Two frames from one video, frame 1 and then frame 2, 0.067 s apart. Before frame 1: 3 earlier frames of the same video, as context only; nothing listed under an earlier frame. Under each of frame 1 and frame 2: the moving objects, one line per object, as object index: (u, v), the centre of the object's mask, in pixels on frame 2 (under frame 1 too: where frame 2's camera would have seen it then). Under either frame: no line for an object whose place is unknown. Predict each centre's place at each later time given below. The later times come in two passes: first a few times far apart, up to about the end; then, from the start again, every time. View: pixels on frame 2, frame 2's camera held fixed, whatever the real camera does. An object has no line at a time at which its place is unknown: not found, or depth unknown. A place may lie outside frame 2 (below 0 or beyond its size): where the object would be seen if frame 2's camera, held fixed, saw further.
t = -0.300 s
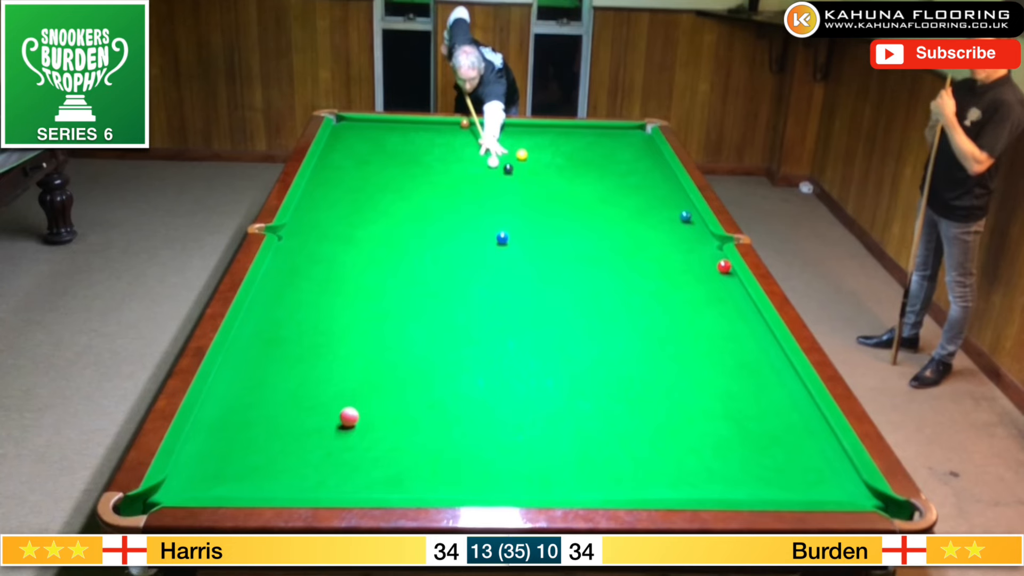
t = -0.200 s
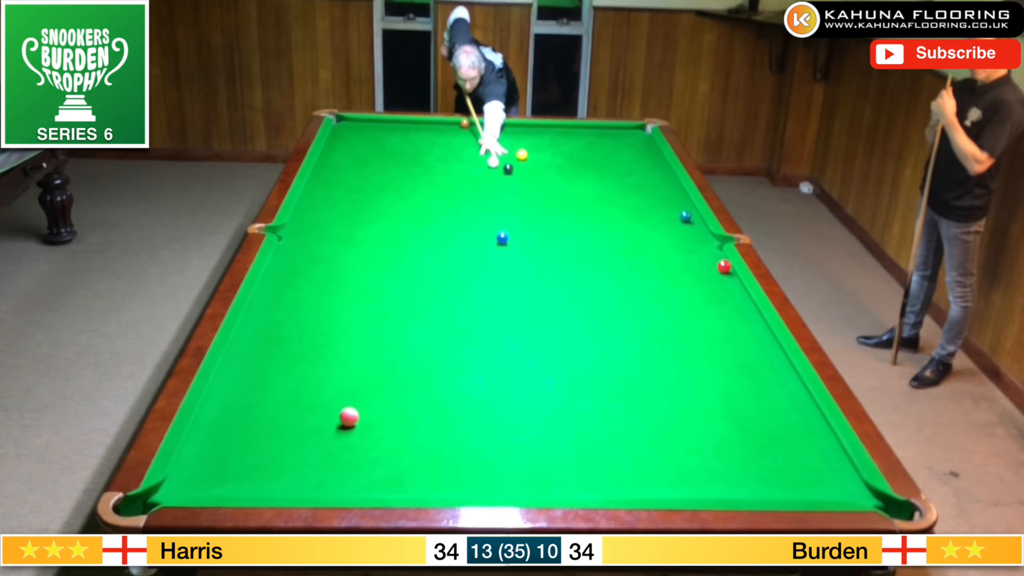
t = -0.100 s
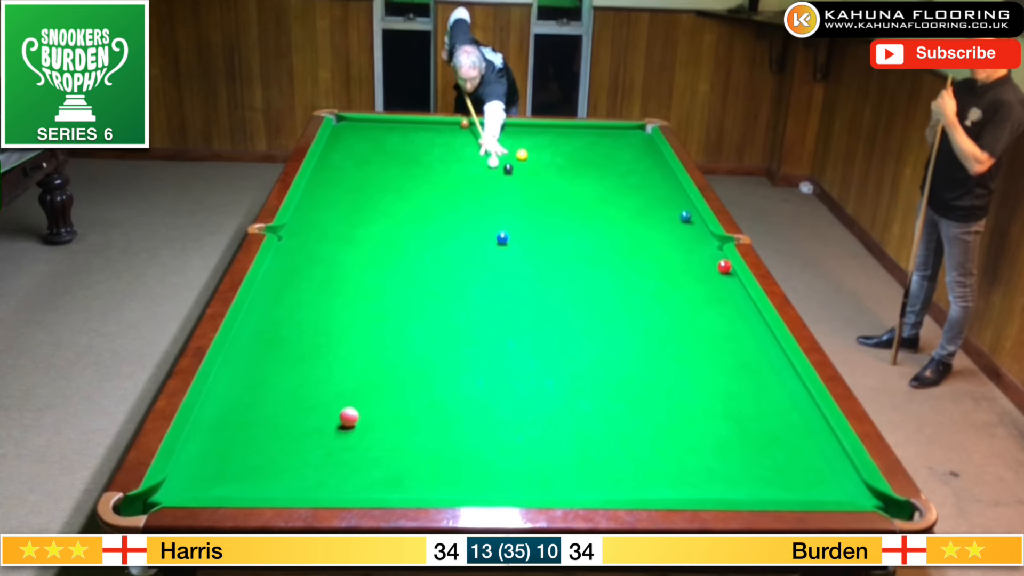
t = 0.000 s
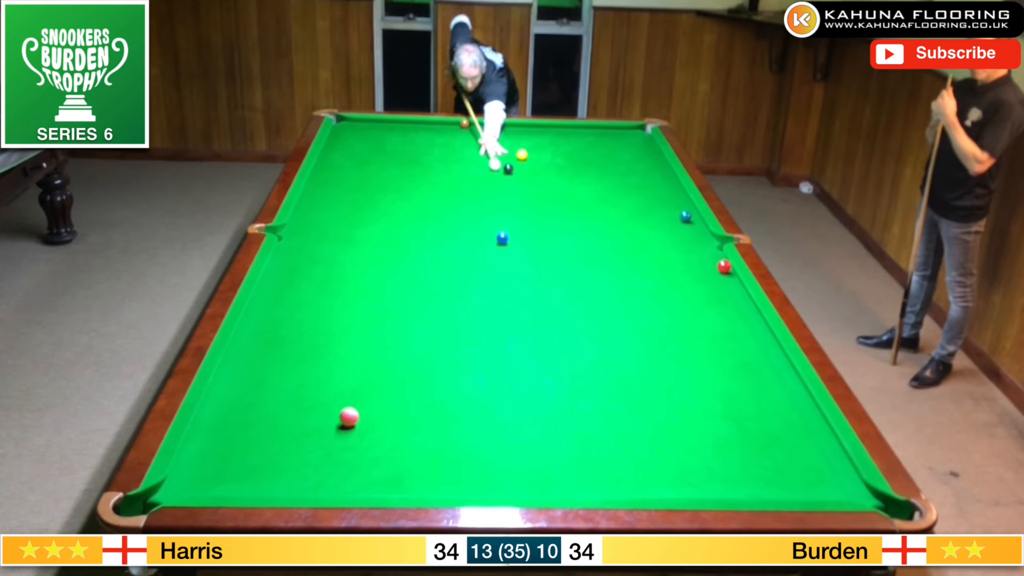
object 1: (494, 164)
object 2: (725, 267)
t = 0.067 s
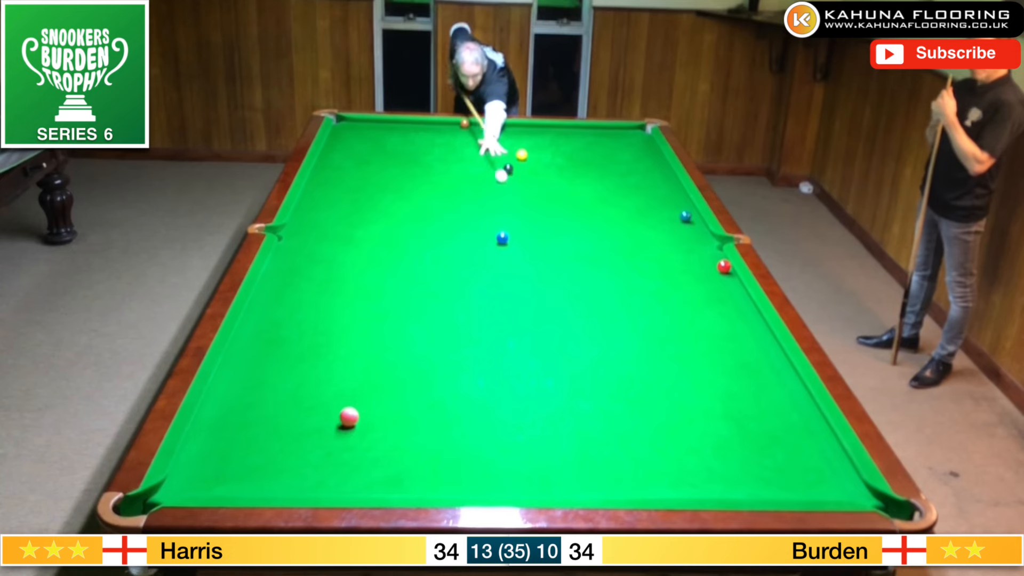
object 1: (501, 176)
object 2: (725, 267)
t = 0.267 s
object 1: (521, 210)
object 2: (725, 267)
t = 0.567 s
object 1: (551, 262)
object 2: (725, 267)
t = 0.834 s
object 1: (585, 316)
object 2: (725, 267)
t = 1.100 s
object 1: (628, 383)
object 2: (725, 267)
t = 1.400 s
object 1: (692, 484)
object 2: (725, 267)
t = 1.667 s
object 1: (710, 431)
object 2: (725, 267)
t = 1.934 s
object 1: (721, 380)
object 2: (725, 267)
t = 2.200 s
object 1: (731, 338)
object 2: (725, 267)
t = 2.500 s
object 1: (740, 301)
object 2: (725, 267)
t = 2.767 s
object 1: (721, 274)
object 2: (726, 264)
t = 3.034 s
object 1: (688, 258)
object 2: (717, 263)
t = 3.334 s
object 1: (653, 242)
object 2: (705, 259)
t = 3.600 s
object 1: (626, 230)
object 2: (697, 256)
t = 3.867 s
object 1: (602, 219)
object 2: (691, 254)
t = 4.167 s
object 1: (579, 209)
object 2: (687, 253)
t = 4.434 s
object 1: (560, 200)
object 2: (685, 253)
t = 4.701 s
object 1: (543, 192)
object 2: (685, 253)
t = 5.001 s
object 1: (526, 184)
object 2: (685, 253)
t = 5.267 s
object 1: (513, 178)
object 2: (685, 253)
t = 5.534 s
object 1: (500, 173)
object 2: (685, 253)
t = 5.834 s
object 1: (488, 168)
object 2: (685, 253)
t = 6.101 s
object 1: (479, 164)
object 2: (685, 253)
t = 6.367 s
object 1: (471, 160)
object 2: (685, 253)
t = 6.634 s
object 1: (464, 157)
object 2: (685, 253)
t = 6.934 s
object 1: (457, 155)
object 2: (685, 253)
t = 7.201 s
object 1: (453, 153)
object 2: (685, 253)
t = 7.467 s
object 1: (449, 151)
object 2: (685, 253)
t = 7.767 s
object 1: (447, 151)
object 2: (685, 253)
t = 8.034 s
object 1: (445, 150)
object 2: (685, 253)
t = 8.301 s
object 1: (445, 150)
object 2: (684, 253)
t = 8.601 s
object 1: (445, 150)
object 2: (684, 253)
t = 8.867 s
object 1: (445, 150)
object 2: (684, 253)
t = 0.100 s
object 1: (504, 181)
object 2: (725, 267)
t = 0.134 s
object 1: (507, 187)
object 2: (725, 267)
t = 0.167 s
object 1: (511, 193)
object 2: (725, 267)
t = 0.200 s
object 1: (514, 199)
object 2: (725, 267)
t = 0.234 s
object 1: (517, 205)
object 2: (725, 267)
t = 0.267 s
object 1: (521, 210)
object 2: (725, 267)
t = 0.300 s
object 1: (524, 216)
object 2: (725, 267)
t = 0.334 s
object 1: (527, 222)
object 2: (725, 267)
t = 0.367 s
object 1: (531, 227)
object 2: (725, 267)
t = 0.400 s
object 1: (534, 233)
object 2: (725, 267)
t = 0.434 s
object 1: (537, 238)
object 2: (725, 267)
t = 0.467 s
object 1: (541, 244)
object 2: (725, 267)
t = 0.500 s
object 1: (544, 250)
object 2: (725, 267)
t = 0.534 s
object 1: (548, 255)
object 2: (725, 267)
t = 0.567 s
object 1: (551, 262)
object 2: (725, 267)
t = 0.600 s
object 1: (555, 268)
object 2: (725, 267)
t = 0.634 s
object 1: (559, 274)
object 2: (725, 267)
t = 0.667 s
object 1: (563, 280)
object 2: (725, 267)
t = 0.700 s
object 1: (567, 287)
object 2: (725, 267)
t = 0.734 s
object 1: (571, 294)
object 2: (725, 267)
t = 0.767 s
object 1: (576, 301)
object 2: (725, 267)
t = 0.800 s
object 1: (581, 308)
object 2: (725, 267)
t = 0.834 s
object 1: (585, 316)
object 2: (725, 267)
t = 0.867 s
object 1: (590, 323)
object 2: (725, 267)
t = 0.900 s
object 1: (595, 331)
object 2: (725, 267)
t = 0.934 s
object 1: (600, 339)
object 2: (725, 267)
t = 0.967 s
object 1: (605, 347)
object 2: (725, 267)
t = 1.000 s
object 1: (611, 356)
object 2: (725, 267)
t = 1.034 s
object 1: (616, 365)
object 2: (725, 267)
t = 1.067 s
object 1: (622, 374)
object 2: (725, 267)
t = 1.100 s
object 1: (628, 383)
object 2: (725, 267)
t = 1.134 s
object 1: (634, 393)
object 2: (725, 267)
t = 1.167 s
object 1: (640, 403)
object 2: (725, 267)
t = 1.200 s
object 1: (647, 414)
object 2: (725, 267)
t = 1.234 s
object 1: (654, 424)
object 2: (725, 267)
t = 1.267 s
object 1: (661, 436)
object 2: (725, 267)
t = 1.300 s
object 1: (668, 447)
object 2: (725, 267)
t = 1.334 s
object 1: (676, 459)
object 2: (725, 267)
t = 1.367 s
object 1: (684, 472)
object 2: (725, 267)
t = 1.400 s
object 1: (692, 484)
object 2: (725, 267)
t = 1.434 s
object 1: (699, 490)
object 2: (725, 267)
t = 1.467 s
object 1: (700, 481)
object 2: (725, 267)
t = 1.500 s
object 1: (702, 472)
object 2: (725, 267)
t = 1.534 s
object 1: (703, 462)
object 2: (725, 267)
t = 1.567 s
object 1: (705, 453)
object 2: (725, 267)
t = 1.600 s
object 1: (706, 446)
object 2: (725, 267)
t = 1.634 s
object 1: (708, 438)
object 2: (725, 267)
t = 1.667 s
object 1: (710, 431)
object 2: (725, 267)
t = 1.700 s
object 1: (711, 424)
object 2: (725, 267)
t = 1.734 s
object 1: (712, 417)
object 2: (725, 267)
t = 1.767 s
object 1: (714, 410)
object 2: (725, 267)
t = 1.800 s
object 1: (715, 404)
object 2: (725, 267)
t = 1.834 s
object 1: (717, 398)
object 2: (725, 267)
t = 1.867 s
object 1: (718, 391)
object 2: (725, 267)
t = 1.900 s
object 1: (720, 386)
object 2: (725, 267)
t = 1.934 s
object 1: (721, 380)
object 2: (725, 267)
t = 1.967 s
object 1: (722, 374)
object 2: (725, 267)
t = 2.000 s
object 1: (724, 369)
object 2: (725, 267)
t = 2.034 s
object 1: (725, 364)
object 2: (725, 267)
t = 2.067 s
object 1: (726, 358)
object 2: (725, 267)
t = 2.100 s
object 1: (727, 353)
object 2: (725, 267)
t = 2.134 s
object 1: (729, 348)
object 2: (725, 267)
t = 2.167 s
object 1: (730, 343)
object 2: (725, 267)
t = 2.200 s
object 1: (731, 338)
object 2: (725, 267)
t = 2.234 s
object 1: (732, 334)
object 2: (725, 267)
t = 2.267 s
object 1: (733, 329)
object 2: (725, 267)
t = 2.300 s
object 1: (734, 325)
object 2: (725, 267)
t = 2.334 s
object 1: (736, 321)
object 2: (725, 267)
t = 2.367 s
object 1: (736, 317)
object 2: (725, 267)
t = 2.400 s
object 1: (737, 312)
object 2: (725, 267)
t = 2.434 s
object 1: (738, 308)
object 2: (725, 267)
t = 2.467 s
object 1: (739, 304)
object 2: (725, 267)
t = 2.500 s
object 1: (740, 301)
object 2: (725, 267)
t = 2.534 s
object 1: (742, 297)
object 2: (725, 267)
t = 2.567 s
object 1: (741, 293)
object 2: (725, 267)
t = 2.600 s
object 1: (738, 290)
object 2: (725, 267)
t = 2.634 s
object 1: (734, 286)
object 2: (725, 267)
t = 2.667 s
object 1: (731, 283)
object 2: (725, 267)
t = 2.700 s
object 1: (727, 280)
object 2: (724, 266)
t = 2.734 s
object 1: (724, 277)
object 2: (724, 265)
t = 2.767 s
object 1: (721, 274)
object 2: (726, 264)
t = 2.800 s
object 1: (718, 271)
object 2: (727, 266)
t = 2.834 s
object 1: (714, 269)
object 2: (727, 266)
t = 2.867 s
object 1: (709, 267)
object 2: (725, 265)
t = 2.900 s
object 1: (705, 265)
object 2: (723, 265)
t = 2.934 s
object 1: (701, 263)
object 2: (722, 264)
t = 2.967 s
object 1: (697, 261)
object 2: (720, 264)
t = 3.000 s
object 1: (692, 259)
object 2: (718, 263)
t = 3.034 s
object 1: (688, 258)
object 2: (717, 263)
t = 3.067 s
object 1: (684, 256)
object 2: (715, 262)
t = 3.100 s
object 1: (680, 254)
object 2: (714, 262)
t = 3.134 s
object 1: (676, 252)
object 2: (712, 261)
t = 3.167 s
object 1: (672, 251)
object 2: (711, 261)
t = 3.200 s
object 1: (668, 249)
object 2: (710, 260)
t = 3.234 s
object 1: (664, 247)
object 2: (709, 260)
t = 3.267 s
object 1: (661, 246)
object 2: (707, 260)
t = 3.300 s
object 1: (657, 244)
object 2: (706, 259)
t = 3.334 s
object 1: (653, 242)
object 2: (705, 259)
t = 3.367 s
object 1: (650, 241)
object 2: (704, 259)
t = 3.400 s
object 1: (646, 239)
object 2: (703, 258)
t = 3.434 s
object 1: (643, 238)
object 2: (702, 258)
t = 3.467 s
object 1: (639, 236)
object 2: (700, 257)
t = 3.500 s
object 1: (636, 234)
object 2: (700, 257)
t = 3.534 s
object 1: (633, 233)
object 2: (699, 257)
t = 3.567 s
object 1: (629, 231)
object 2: (698, 257)
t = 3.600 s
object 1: (626, 230)
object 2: (697, 256)
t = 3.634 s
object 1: (623, 229)
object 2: (696, 256)
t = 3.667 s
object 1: (620, 227)
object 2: (695, 256)
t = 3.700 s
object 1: (617, 226)
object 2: (694, 256)
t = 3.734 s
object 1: (614, 225)
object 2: (694, 255)
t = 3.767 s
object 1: (611, 223)
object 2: (693, 255)
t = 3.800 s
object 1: (608, 222)
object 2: (692, 255)
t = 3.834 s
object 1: (605, 221)
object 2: (692, 255)
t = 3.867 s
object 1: (602, 219)
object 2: (691, 254)
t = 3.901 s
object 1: (599, 218)
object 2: (690, 254)
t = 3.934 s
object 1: (597, 217)
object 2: (690, 254)
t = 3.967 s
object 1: (594, 216)
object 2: (689, 254)
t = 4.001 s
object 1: (591, 215)
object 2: (689, 254)
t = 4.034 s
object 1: (589, 213)
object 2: (688, 254)
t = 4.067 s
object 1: (586, 212)
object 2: (688, 253)
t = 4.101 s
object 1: (584, 211)
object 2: (687, 253)
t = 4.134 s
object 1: (581, 210)
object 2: (687, 253)
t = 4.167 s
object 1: (579, 209)
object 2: (687, 253)
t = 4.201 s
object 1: (576, 208)
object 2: (686, 253)
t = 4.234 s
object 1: (574, 206)
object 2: (686, 253)
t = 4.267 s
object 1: (571, 205)
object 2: (686, 253)
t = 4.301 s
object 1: (569, 204)
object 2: (685, 253)
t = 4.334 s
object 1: (567, 203)
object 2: (685, 253)
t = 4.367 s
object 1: (564, 202)
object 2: (685, 253)
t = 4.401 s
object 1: (562, 201)
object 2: (685, 253)
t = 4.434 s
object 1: (560, 200)
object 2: (685, 253)
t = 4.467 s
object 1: (558, 199)
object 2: (685, 253)
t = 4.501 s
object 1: (555, 198)
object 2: (684, 253)
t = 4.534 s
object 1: (553, 197)
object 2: (684, 253)
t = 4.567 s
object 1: (551, 196)
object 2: (684, 253)
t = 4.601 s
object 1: (549, 195)
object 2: (684, 253)
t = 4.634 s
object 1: (547, 194)
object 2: (684, 253)
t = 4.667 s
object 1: (545, 193)
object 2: (684, 253)
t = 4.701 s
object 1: (543, 192)
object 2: (685, 253)
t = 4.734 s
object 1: (541, 191)
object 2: (685, 253)
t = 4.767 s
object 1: (539, 190)
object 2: (685, 253)
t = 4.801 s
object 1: (537, 190)
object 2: (685, 253)
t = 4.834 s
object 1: (535, 189)
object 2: (685, 253)
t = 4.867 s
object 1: (533, 188)
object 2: (685, 253)
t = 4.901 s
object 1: (531, 187)
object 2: (685, 253)
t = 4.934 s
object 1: (529, 186)
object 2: (685, 253)
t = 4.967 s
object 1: (528, 185)
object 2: (685, 253)
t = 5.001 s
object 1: (526, 184)
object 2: (685, 253)
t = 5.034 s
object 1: (524, 184)
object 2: (685, 253)
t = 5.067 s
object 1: (523, 183)
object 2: (685, 253)
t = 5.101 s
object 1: (521, 182)
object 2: (685, 253)
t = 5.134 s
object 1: (519, 182)
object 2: (685, 253)
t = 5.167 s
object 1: (518, 181)
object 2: (685, 253)
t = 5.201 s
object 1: (516, 180)
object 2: (685, 253)
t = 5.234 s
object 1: (514, 179)
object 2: (685, 253)
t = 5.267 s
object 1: (513, 178)
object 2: (685, 253)
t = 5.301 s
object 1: (511, 178)
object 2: (685, 253)
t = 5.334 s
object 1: (509, 177)
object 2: (685, 253)
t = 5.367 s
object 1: (508, 176)
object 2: (685, 253)
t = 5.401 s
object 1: (506, 176)
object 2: (685, 253)
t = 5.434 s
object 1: (505, 175)
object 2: (684, 253)
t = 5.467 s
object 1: (503, 174)
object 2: (685, 253)
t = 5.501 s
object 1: (502, 174)
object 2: (684, 253)
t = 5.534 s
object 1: (500, 173)
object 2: (685, 253)
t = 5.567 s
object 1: (499, 172)
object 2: (685, 253)
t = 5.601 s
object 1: (497, 172)
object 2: (685, 253)
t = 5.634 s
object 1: (496, 171)
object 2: (685, 253)
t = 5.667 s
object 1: (494, 171)
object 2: (685, 253)
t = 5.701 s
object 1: (493, 170)
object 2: (685, 253)
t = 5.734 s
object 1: (492, 169)
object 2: (685, 253)
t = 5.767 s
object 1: (491, 169)
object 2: (685, 253)
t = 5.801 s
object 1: (489, 168)
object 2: (685, 253)
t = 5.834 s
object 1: (488, 168)
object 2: (685, 253)
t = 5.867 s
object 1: (487, 167)
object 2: (684, 253)
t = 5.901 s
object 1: (486, 167)
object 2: (685, 253)
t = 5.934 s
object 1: (485, 166)
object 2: (684, 253)
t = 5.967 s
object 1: (484, 166)
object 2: (685, 253)
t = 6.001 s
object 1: (482, 165)
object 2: (684, 253)
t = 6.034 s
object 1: (481, 165)
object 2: (685, 253)
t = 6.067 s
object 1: (480, 164)
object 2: (684, 253)
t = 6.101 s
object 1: (479, 164)
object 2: (685, 253)
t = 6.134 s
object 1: (478, 163)
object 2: (684, 253)
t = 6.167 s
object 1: (477, 163)
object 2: (685, 253)
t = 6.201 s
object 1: (476, 162)
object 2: (685, 253)
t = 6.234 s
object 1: (475, 162)
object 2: (684, 253)
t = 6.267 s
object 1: (474, 162)
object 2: (685, 253)
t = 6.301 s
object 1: (473, 161)
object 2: (685, 253)
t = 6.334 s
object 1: (472, 161)
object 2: (684, 253)
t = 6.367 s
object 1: (471, 160)
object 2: (685, 253)
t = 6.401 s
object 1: (470, 160)
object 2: (685, 253)
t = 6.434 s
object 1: (469, 159)
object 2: (685, 253)
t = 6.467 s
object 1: (468, 159)
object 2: (685, 253)
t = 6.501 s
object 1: (467, 159)
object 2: (685, 253)
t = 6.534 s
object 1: (466, 159)
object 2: (685, 253)
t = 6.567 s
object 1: (466, 158)
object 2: (685, 253)
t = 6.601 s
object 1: (465, 158)
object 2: (685, 253)
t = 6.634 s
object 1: (464, 157)
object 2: (685, 253)
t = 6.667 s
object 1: (463, 157)
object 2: (685, 253)
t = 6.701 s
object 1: (462, 157)
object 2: (685, 253)
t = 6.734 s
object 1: (461, 157)
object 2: (684, 253)
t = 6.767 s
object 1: (461, 156)
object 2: (685, 253)
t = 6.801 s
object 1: (460, 156)
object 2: (684, 253)
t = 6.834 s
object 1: (459, 156)
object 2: (685, 253)
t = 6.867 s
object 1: (458, 155)
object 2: (684, 253)
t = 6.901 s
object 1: (458, 155)
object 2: (684, 253)
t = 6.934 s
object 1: (457, 155)
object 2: (685, 253)
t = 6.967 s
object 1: (457, 154)
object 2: (684, 253)
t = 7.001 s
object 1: (456, 154)
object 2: (685, 253)
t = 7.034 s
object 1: (455, 154)
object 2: (684, 253)
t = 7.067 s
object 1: (455, 154)
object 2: (685, 253)
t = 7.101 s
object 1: (454, 153)
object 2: (685, 253)
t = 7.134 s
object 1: (454, 153)
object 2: (685, 253)
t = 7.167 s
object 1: (453, 153)
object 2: (685, 253)
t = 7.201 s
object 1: (453, 153)
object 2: (685, 253)
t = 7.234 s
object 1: (452, 153)
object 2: (685, 253)
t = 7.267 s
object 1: (452, 152)
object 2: (684, 253)
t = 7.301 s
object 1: (451, 152)
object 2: (685, 253)
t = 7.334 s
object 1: (451, 152)
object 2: (685, 253)
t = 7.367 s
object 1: (451, 152)
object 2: (685, 253)
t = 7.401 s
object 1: (450, 152)
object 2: (685, 253)
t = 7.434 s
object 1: (450, 152)
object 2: (685, 253)
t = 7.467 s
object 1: (449, 151)
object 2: (685, 253)
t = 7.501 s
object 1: (449, 151)
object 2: (685, 253)
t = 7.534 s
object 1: (449, 151)
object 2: (685, 253)
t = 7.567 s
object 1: (448, 151)
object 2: (684, 253)
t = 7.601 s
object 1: (448, 151)
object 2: (685, 253)
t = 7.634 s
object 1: (448, 151)
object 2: (684, 253)
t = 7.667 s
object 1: (447, 151)
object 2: (685, 253)
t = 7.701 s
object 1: (447, 151)
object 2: (684, 253)
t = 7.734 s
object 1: (447, 151)
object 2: (685, 253)
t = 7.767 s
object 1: (447, 151)
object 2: (685, 253)
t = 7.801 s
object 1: (446, 151)
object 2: (685, 253)
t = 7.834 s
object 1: (446, 150)
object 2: (685, 253)
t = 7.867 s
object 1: (446, 150)
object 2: (685, 253)
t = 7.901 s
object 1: (446, 150)
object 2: (685, 253)
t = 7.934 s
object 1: (446, 150)
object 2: (685, 253)
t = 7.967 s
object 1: (445, 150)
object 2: (685, 253)
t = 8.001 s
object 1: (445, 150)
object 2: (685, 253)
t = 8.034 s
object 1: (445, 150)
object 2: (685, 253)
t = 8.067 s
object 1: (445, 150)
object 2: (685, 253)
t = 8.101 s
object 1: (445, 150)
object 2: (685, 253)
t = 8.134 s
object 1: (445, 150)
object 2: (685, 253)
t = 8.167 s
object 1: (445, 150)
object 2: (685, 253)
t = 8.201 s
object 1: (445, 150)
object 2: (685, 253)
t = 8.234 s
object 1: (445, 150)
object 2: (684, 253)
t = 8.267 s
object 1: (445, 150)
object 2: (685, 253)
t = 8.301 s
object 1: (445, 150)
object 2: (684, 253)
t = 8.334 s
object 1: (445, 150)
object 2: (685, 253)
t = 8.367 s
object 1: (445, 150)
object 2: (685, 253)
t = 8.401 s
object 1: (445, 150)
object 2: (684, 253)
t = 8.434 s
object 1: (445, 150)
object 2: (685, 253)
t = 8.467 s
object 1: (445, 150)
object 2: (684, 253)
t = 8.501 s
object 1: (445, 150)
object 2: (685, 253)
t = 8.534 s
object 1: (445, 150)
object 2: (684, 253)
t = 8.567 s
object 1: (445, 150)
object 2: (685, 253)
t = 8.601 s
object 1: (445, 150)
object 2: (684, 253)
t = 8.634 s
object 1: (445, 150)
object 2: (685, 253)
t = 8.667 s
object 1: (445, 150)
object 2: (685, 253)
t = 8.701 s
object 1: (445, 150)
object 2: (685, 253)
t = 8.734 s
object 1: (445, 150)
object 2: (684, 253)
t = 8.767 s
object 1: (445, 150)
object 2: (685, 253)
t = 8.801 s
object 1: (445, 150)
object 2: (685, 253)
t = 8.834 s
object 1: (445, 150)
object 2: (685, 253)
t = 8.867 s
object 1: (445, 150)
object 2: (684, 253)
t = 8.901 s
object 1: (445, 150)
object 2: (684, 253)
